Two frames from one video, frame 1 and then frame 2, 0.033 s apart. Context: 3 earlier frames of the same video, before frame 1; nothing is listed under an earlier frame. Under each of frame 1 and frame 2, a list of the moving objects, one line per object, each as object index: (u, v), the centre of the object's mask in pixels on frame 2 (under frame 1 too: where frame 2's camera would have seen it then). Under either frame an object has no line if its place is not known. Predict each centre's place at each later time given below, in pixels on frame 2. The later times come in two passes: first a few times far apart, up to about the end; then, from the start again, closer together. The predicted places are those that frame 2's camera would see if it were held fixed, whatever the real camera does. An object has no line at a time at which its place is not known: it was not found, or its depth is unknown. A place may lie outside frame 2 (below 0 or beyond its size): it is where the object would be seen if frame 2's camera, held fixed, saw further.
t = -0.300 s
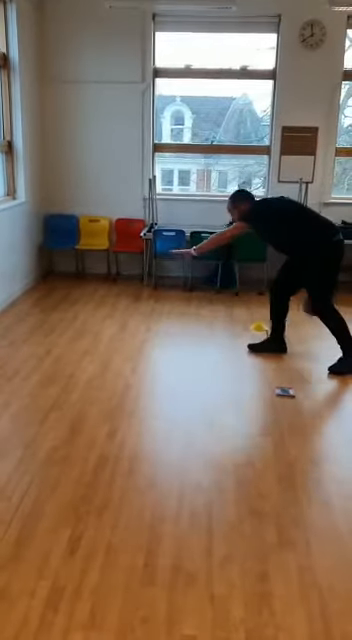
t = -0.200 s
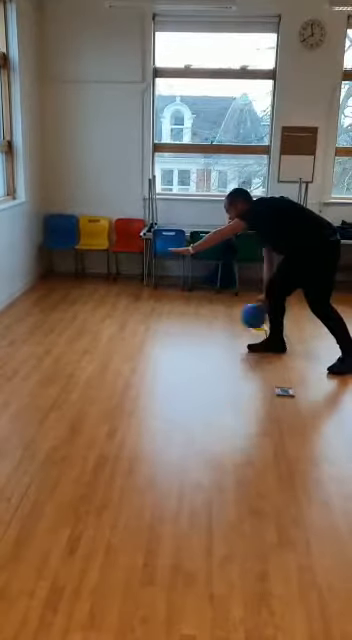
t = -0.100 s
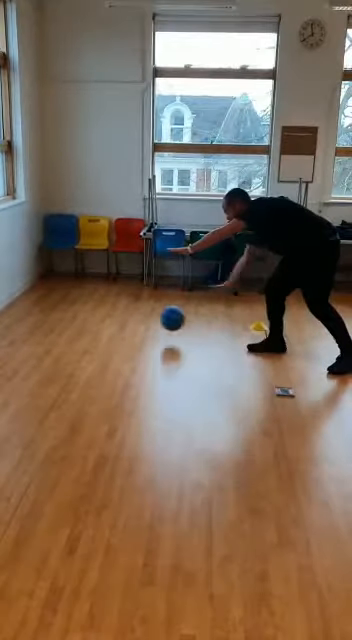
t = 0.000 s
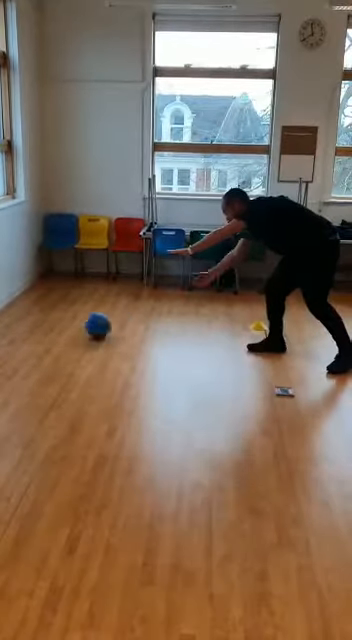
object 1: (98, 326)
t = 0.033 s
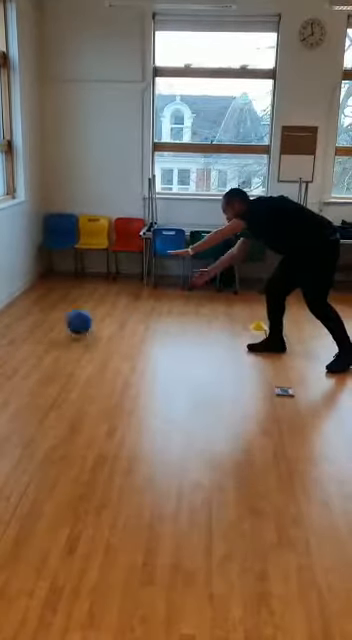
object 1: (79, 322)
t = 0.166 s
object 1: (9, 320)
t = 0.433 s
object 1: (38, 300)
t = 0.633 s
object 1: (102, 320)
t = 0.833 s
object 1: (131, 314)
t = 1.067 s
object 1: (152, 330)
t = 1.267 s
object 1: (170, 323)
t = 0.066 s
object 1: (60, 320)
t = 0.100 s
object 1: (43, 318)
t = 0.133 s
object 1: (24, 319)
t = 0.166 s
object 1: (9, 320)
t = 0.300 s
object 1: (4, 309)
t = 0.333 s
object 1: (9, 305)
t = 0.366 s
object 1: (16, 302)
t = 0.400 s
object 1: (27, 301)
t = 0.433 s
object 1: (38, 300)
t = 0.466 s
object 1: (50, 300)
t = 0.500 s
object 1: (60, 302)
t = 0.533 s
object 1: (71, 304)
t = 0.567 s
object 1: (82, 309)
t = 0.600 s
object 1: (92, 314)
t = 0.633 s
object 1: (102, 320)
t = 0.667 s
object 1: (112, 328)
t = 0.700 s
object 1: (119, 330)
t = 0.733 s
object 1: (122, 324)
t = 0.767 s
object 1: (125, 320)
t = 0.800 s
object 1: (128, 316)
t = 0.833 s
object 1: (131, 314)
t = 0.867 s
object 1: (134, 314)
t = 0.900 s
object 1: (138, 315)
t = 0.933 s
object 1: (140, 317)
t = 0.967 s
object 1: (143, 320)
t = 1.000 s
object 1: (146, 325)
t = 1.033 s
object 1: (149, 331)
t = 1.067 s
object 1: (152, 330)
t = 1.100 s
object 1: (155, 325)
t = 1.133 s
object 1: (158, 323)
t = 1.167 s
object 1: (161, 321)
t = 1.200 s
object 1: (164, 321)
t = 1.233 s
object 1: (167, 321)
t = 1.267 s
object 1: (170, 323)
